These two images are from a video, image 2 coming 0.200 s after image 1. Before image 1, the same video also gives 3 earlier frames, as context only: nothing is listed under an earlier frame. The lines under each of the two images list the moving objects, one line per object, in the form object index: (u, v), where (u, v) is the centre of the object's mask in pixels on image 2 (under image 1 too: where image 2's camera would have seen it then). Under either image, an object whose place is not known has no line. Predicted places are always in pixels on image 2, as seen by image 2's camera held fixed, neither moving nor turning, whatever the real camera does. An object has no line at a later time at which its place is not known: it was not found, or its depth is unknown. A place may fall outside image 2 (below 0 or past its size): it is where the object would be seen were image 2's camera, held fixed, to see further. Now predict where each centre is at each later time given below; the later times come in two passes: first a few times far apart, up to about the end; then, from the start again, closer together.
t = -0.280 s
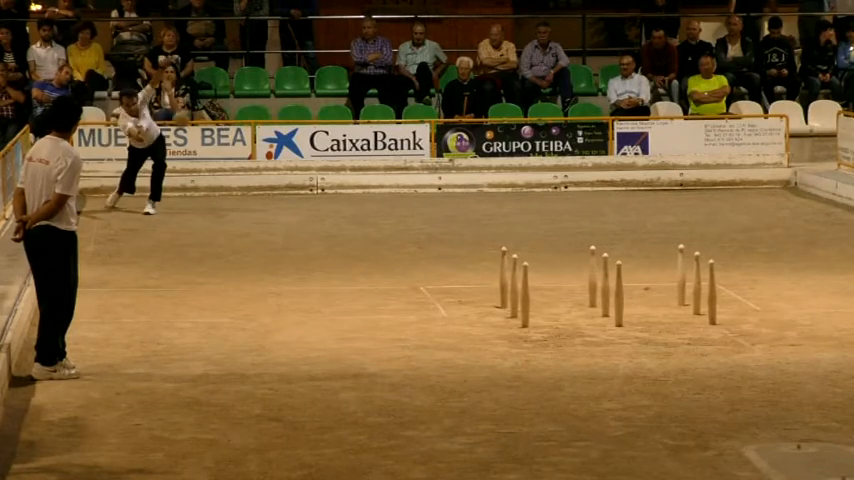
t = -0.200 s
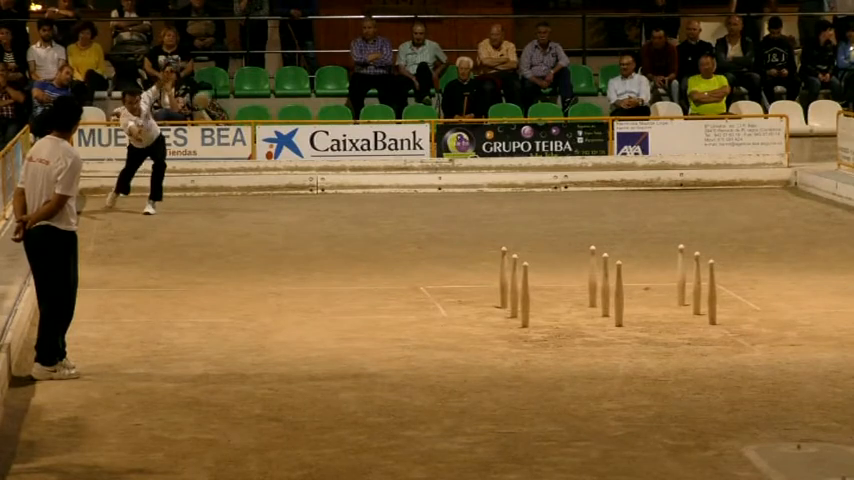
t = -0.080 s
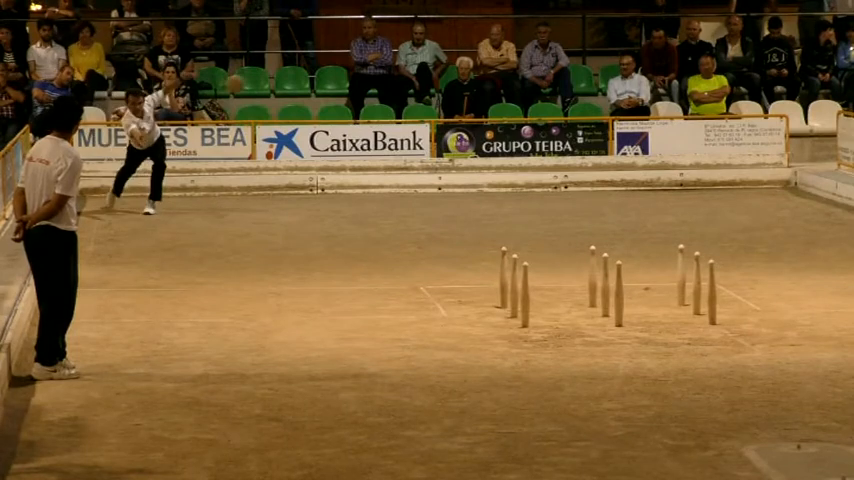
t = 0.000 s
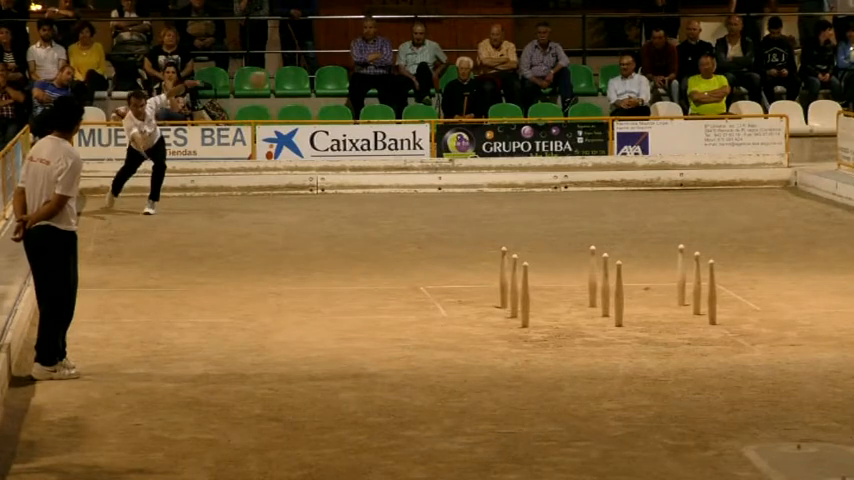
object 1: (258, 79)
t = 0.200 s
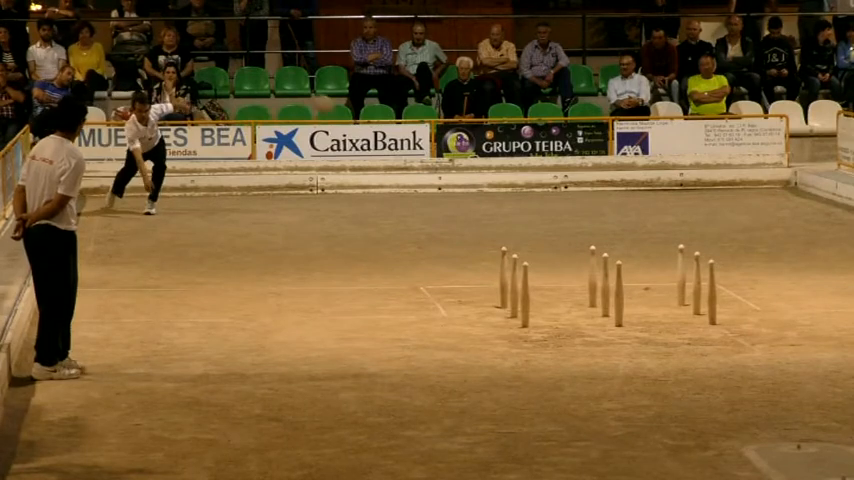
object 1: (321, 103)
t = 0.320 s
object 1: (365, 144)
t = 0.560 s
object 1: (463, 290)
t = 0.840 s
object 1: (535, 268)
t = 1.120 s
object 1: (603, 326)
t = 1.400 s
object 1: (678, 349)
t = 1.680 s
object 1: (763, 372)
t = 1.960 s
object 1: (848, 400)
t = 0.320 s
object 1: (365, 144)
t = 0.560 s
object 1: (463, 290)
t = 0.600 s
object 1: (475, 283)
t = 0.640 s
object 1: (487, 278)
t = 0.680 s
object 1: (497, 274)
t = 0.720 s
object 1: (504, 272)
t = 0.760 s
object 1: (512, 270)
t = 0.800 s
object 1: (525, 268)
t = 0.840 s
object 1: (535, 268)
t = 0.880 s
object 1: (543, 269)
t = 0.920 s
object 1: (553, 272)
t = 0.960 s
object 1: (562, 277)
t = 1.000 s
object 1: (572, 286)
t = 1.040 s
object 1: (582, 297)
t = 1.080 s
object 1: (593, 310)
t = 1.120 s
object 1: (603, 326)
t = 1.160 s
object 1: (614, 335)
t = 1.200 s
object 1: (624, 335)
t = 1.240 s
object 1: (635, 337)
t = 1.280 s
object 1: (645, 342)
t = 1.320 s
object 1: (657, 345)
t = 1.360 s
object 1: (667, 347)
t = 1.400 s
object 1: (678, 349)
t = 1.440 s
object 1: (690, 351)
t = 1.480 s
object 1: (702, 354)
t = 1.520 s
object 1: (713, 358)
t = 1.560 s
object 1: (726, 361)
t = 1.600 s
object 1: (738, 365)
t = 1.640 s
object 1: (750, 368)
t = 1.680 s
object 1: (763, 372)
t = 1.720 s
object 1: (776, 375)
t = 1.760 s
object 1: (789, 379)
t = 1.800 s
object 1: (801, 385)
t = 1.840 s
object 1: (815, 387)
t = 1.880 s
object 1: (829, 393)
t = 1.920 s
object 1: (841, 396)
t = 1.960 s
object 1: (848, 400)
